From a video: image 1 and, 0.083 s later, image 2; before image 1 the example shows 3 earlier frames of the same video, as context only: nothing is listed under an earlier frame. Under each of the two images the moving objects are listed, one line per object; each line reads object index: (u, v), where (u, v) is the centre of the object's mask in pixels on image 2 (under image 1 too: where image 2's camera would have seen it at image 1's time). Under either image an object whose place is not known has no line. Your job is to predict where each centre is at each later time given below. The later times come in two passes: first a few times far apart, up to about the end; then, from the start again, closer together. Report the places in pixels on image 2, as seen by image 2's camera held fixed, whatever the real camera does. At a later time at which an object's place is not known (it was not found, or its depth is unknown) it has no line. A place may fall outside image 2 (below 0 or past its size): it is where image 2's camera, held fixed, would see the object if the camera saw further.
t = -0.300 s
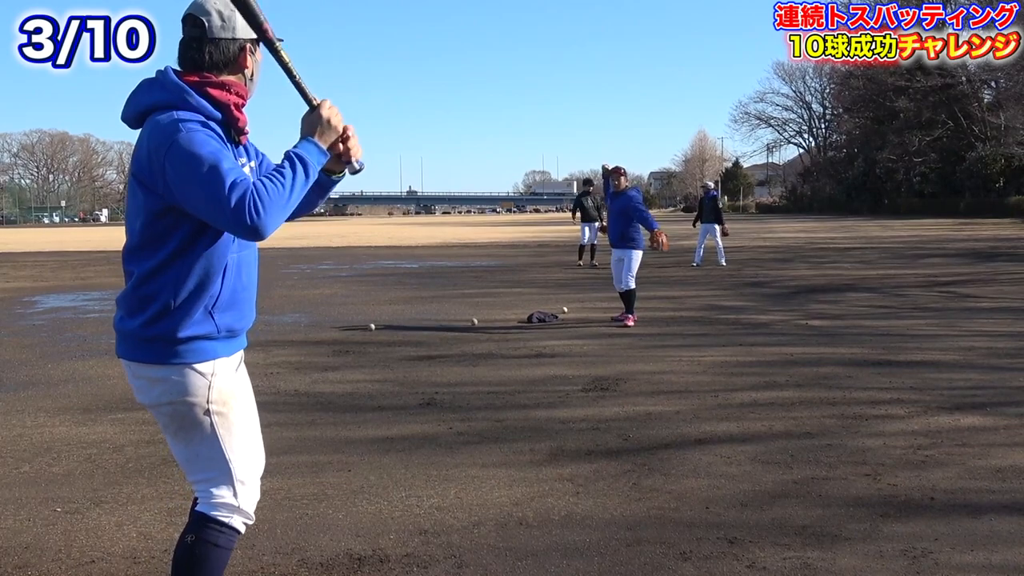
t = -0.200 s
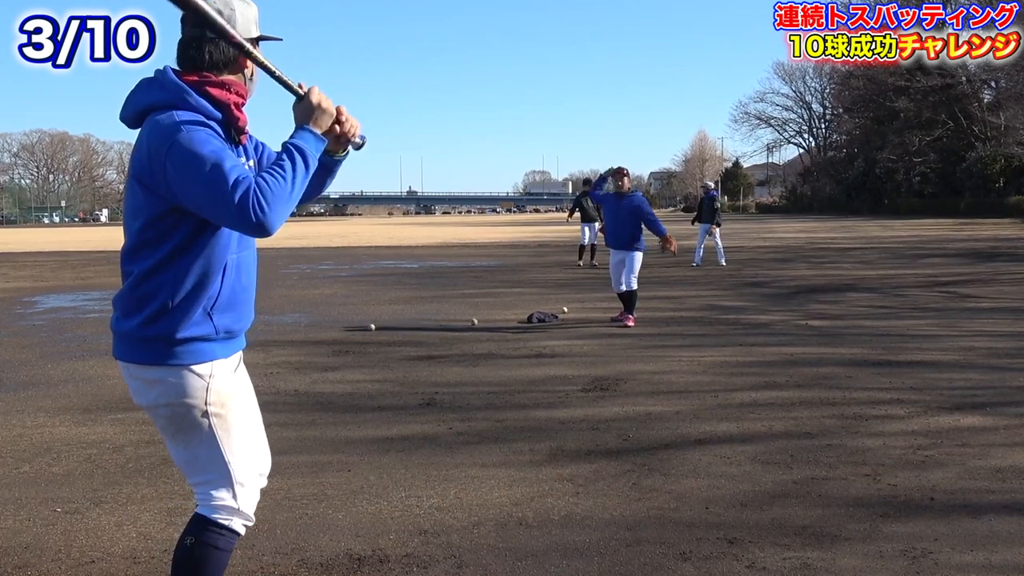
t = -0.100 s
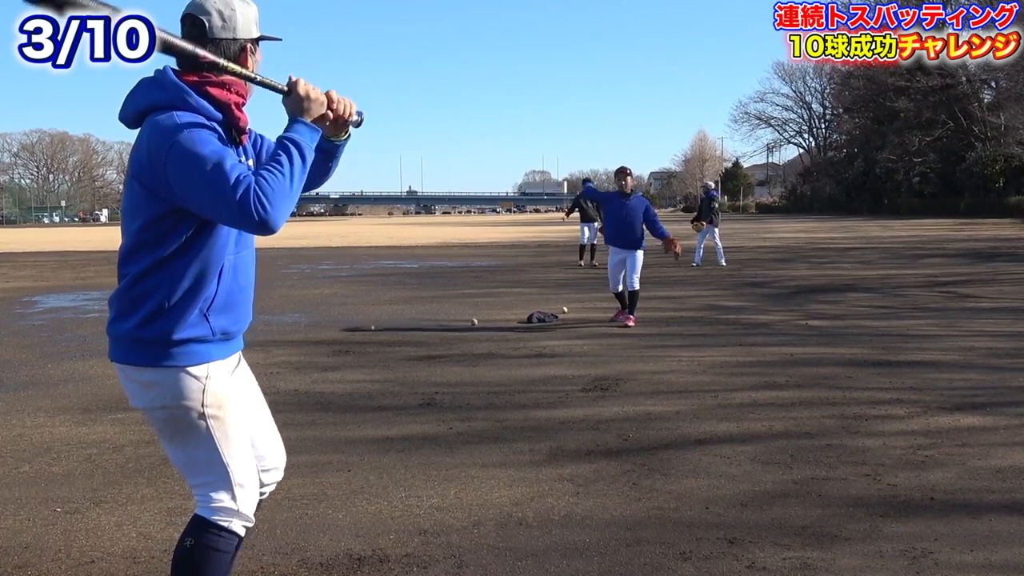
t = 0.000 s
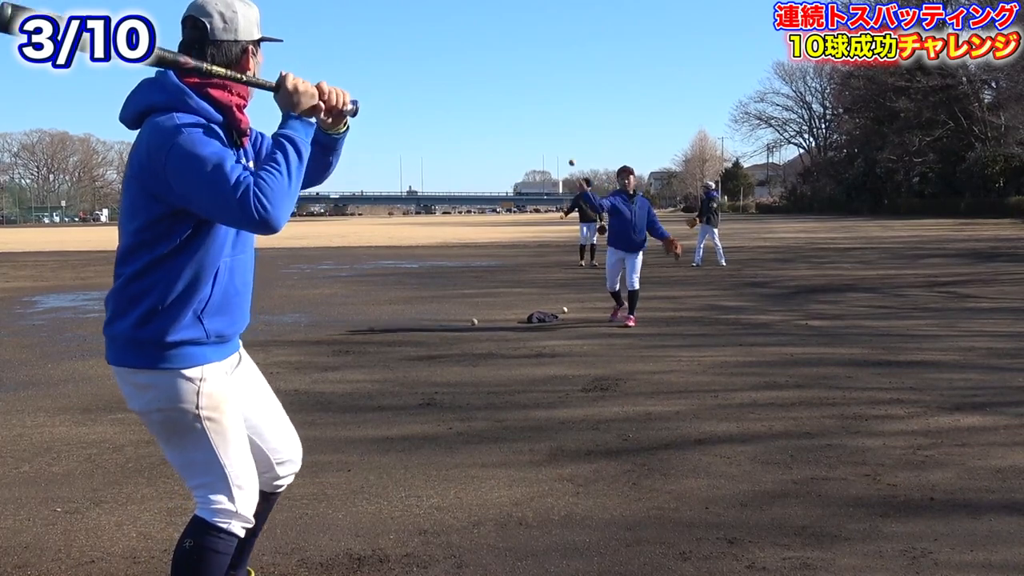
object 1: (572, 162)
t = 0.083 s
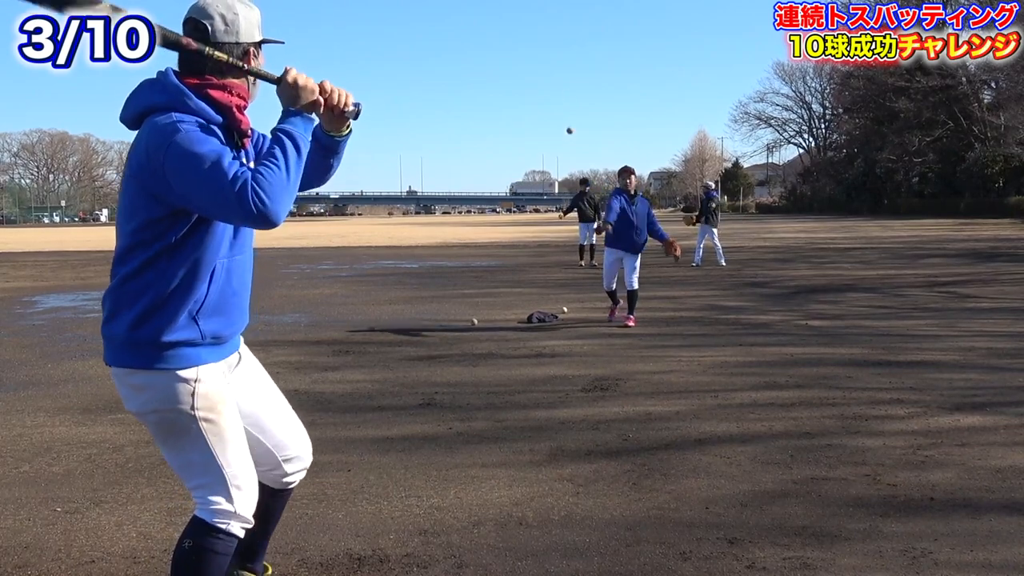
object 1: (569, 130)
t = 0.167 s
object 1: (568, 100)
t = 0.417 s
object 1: (560, 41)
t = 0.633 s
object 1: (551, 54)
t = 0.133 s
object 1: (568, 110)
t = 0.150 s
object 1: (568, 106)
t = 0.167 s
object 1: (568, 100)
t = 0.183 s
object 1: (567, 95)
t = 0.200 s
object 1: (567, 90)
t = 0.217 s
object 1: (566, 85)
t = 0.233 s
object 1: (566, 80)
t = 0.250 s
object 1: (566, 75)
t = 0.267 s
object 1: (565, 71)
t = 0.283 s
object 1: (565, 67)
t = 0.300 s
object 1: (564, 63)
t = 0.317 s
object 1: (564, 59)
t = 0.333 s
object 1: (563, 55)
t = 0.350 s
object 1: (563, 52)
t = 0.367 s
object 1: (562, 49)
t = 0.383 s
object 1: (561, 46)
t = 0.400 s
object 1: (561, 44)
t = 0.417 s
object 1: (560, 41)
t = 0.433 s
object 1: (559, 40)
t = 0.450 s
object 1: (559, 38)
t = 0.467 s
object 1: (558, 37)
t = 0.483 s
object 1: (558, 37)
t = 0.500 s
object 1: (557, 36)
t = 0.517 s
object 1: (556, 36)
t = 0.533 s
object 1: (556, 37)
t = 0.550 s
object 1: (555, 39)
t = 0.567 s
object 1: (554, 40)
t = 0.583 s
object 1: (553, 43)
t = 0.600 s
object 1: (553, 46)
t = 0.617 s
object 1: (552, 50)
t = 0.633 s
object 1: (551, 54)
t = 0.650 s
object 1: (550, 59)
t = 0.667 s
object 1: (549, 66)
